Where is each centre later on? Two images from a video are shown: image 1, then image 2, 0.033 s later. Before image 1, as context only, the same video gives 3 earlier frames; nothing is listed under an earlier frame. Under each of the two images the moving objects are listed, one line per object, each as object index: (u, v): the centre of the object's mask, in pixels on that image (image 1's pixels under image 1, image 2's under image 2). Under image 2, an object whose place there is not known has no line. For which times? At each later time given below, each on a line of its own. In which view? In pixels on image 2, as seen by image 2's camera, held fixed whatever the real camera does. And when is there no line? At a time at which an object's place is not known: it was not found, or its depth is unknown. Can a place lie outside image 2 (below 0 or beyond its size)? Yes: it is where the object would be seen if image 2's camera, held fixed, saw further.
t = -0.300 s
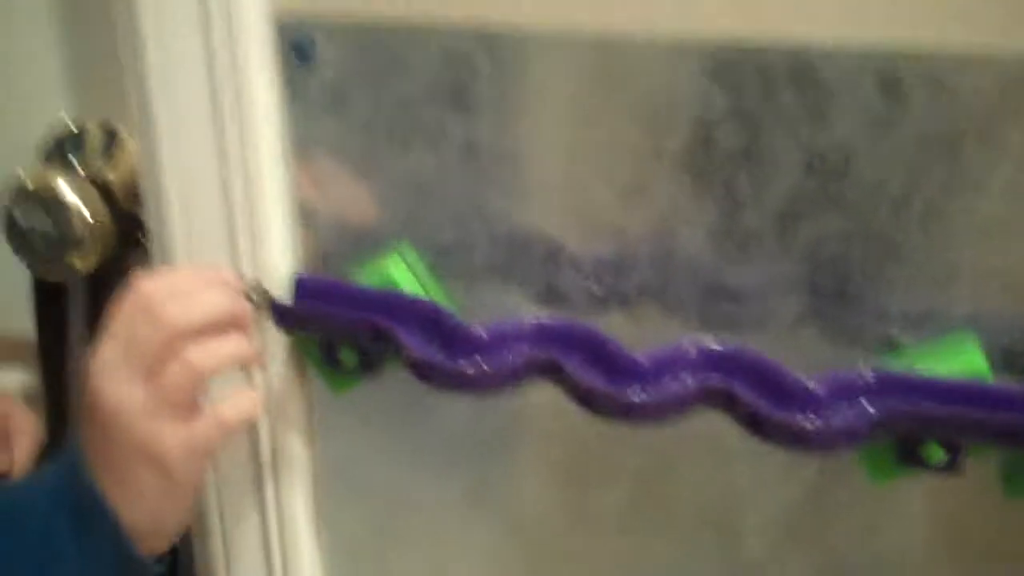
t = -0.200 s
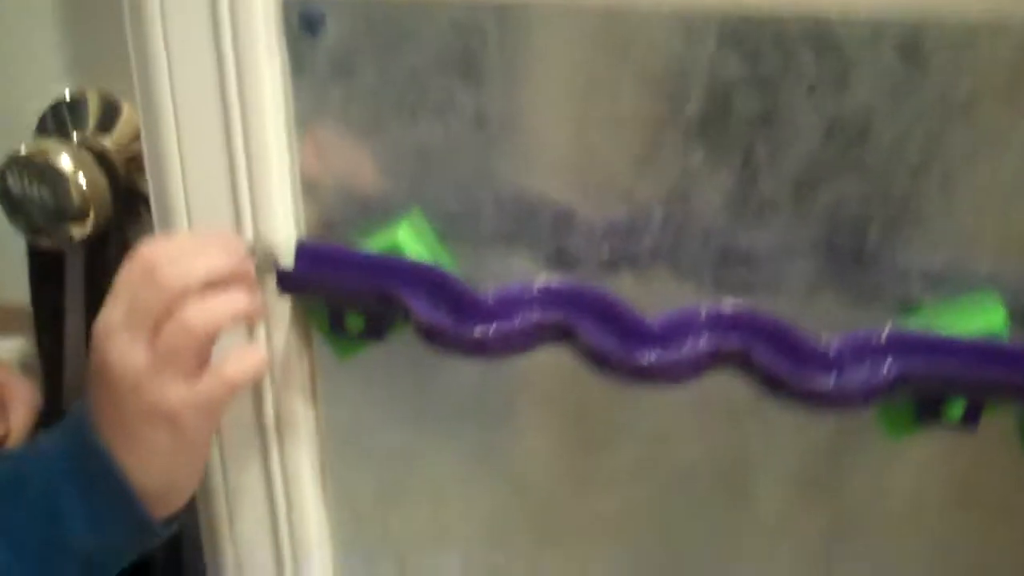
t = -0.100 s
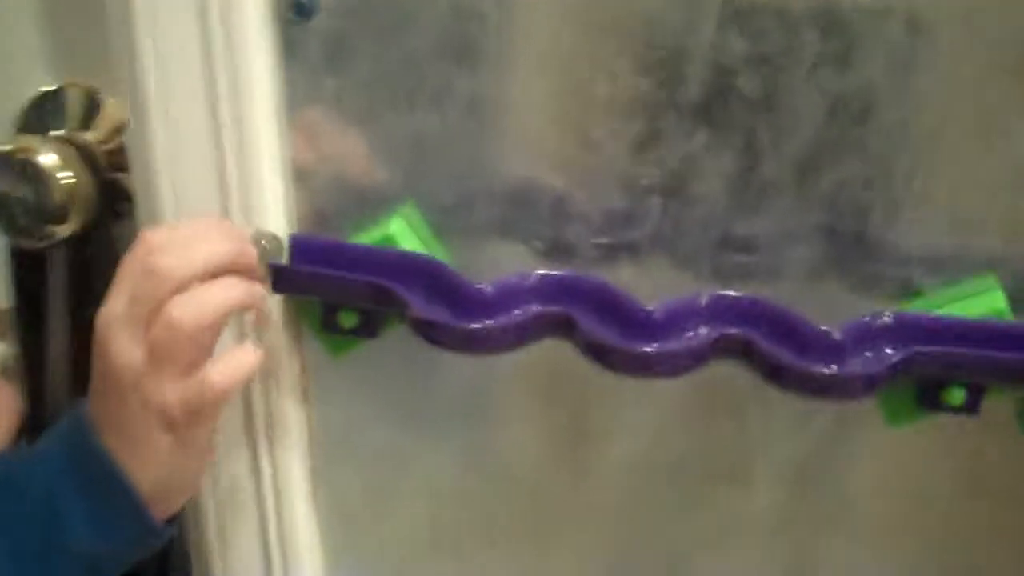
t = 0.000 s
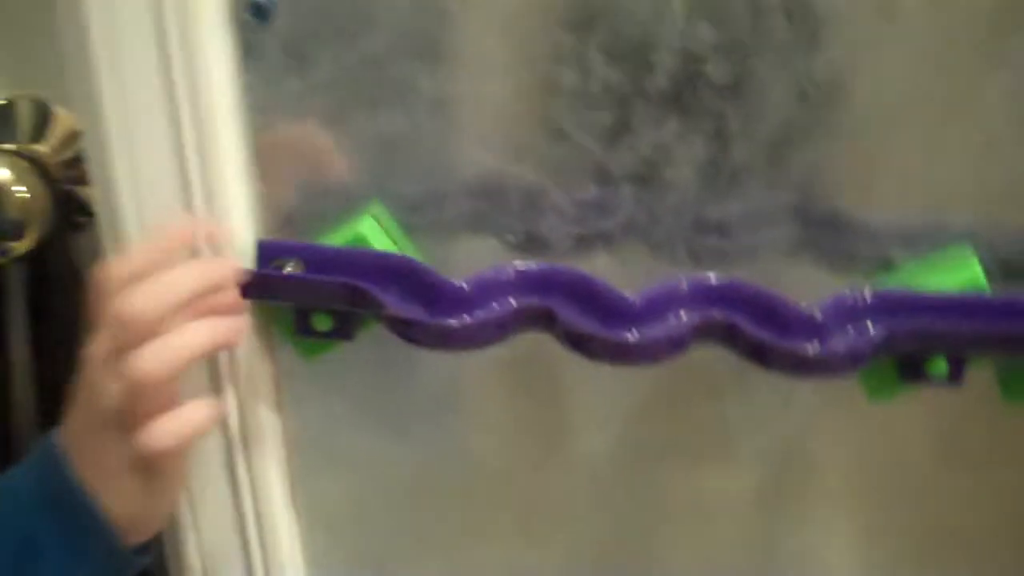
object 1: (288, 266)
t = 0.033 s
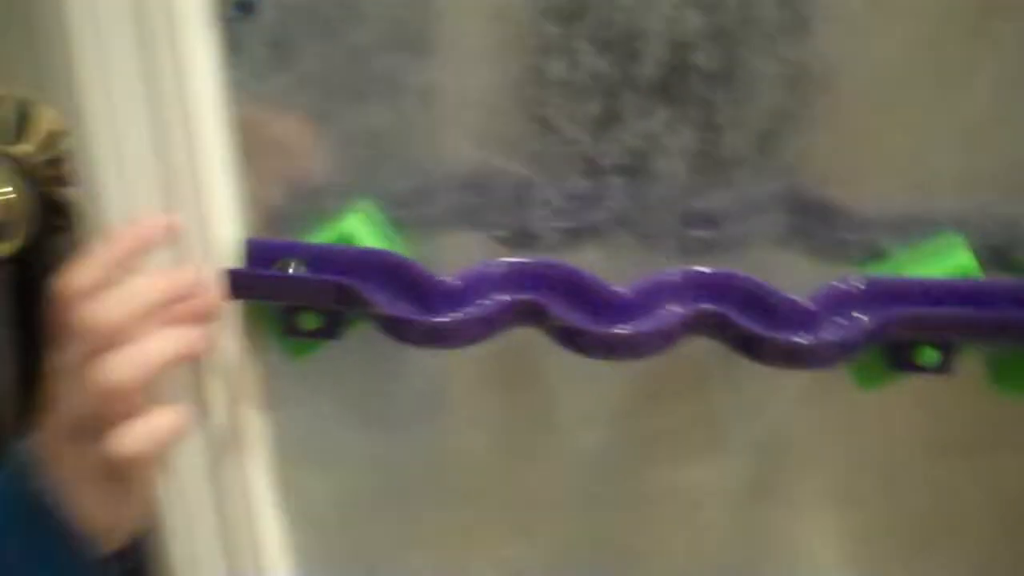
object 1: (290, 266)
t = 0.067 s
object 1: (310, 269)
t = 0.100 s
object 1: (335, 272)
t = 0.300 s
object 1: (434, 310)
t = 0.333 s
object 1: (447, 310)
